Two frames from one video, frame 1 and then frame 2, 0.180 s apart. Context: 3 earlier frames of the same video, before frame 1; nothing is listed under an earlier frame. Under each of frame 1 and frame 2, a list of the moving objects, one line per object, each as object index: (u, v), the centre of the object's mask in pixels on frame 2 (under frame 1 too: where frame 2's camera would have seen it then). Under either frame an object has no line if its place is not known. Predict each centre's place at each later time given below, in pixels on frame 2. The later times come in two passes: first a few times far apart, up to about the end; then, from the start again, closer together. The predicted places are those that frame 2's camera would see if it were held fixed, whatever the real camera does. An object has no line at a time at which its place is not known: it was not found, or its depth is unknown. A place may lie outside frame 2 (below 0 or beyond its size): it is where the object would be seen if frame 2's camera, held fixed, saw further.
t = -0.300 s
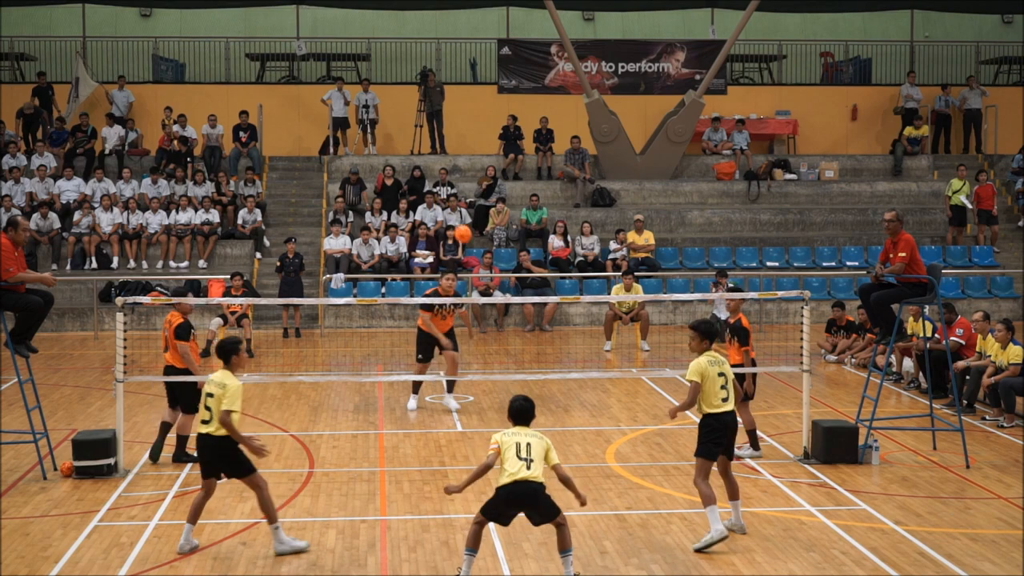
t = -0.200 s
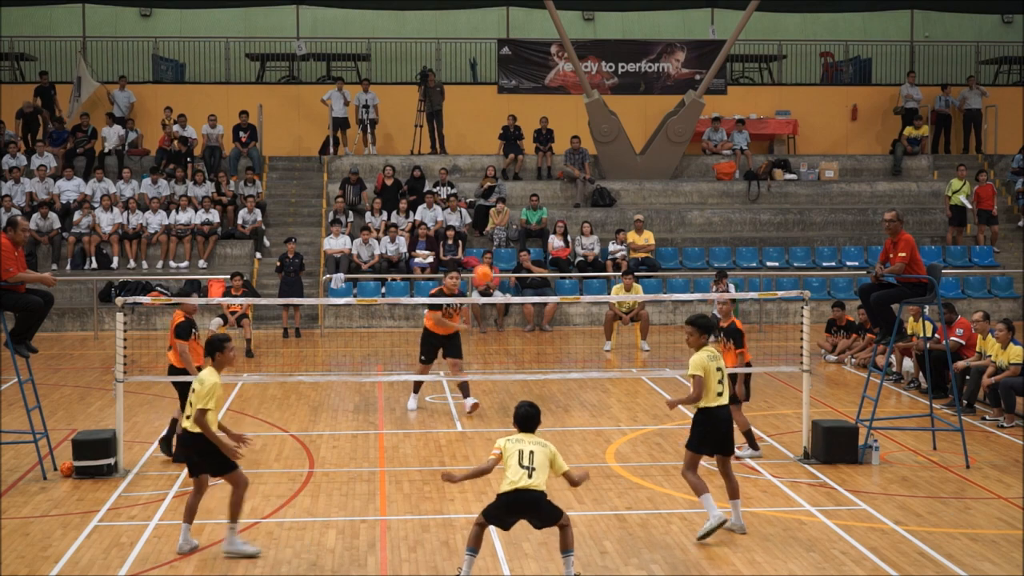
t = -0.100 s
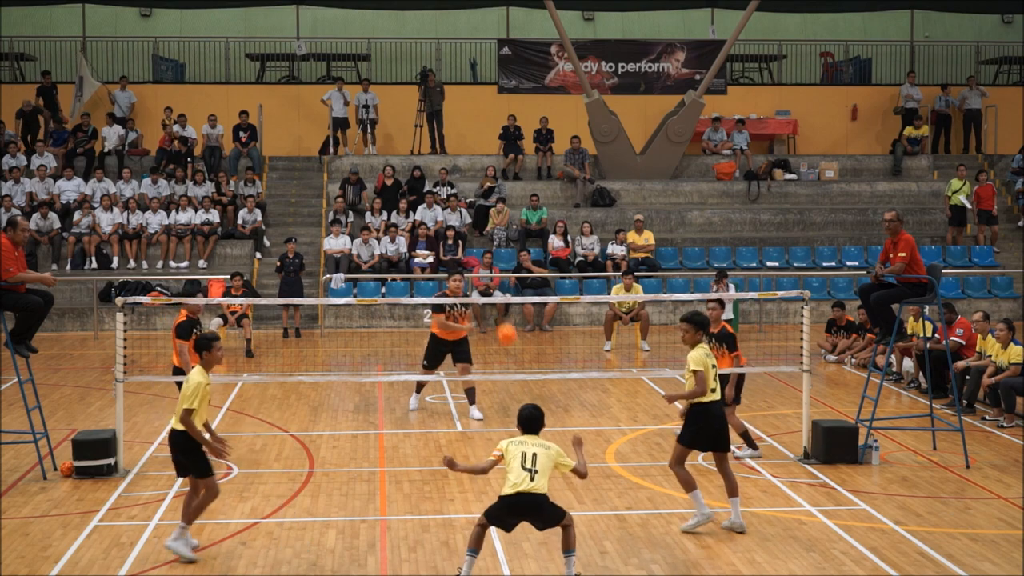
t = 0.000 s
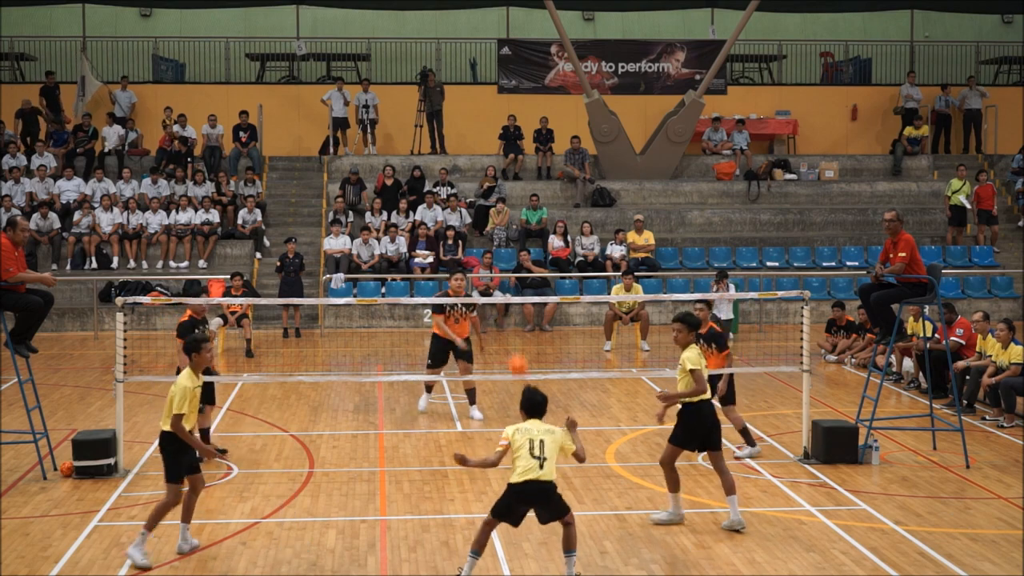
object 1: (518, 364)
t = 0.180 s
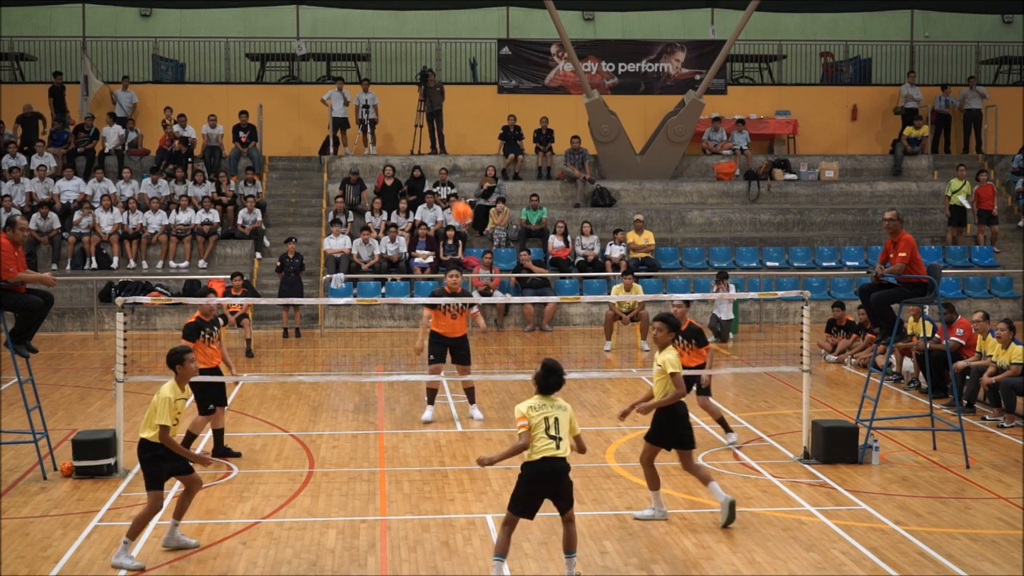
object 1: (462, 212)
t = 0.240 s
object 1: (443, 172)
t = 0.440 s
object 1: (383, 78)
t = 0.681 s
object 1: (313, 43)
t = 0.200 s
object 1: (456, 199)
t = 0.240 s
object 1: (443, 172)
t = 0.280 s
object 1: (431, 148)
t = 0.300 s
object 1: (425, 138)
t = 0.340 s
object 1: (412, 117)
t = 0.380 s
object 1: (400, 99)
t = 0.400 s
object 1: (395, 92)
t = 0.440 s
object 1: (383, 78)
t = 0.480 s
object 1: (371, 66)
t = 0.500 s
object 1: (365, 61)
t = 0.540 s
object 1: (353, 54)
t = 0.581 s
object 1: (341, 47)
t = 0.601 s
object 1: (336, 45)
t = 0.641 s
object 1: (324, 43)
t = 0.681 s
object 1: (313, 43)
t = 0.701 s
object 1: (306, 44)
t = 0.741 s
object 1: (295, 47)
